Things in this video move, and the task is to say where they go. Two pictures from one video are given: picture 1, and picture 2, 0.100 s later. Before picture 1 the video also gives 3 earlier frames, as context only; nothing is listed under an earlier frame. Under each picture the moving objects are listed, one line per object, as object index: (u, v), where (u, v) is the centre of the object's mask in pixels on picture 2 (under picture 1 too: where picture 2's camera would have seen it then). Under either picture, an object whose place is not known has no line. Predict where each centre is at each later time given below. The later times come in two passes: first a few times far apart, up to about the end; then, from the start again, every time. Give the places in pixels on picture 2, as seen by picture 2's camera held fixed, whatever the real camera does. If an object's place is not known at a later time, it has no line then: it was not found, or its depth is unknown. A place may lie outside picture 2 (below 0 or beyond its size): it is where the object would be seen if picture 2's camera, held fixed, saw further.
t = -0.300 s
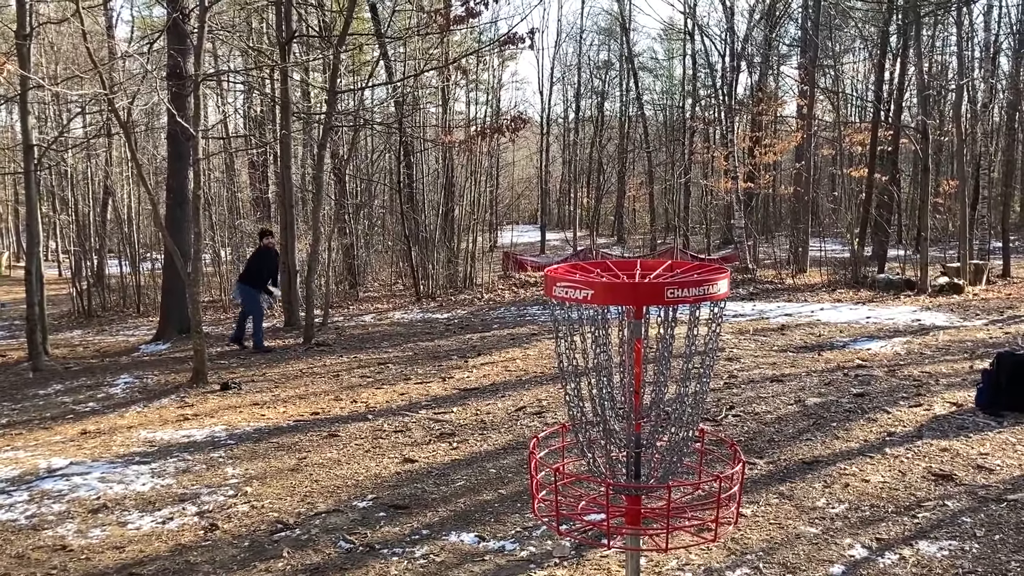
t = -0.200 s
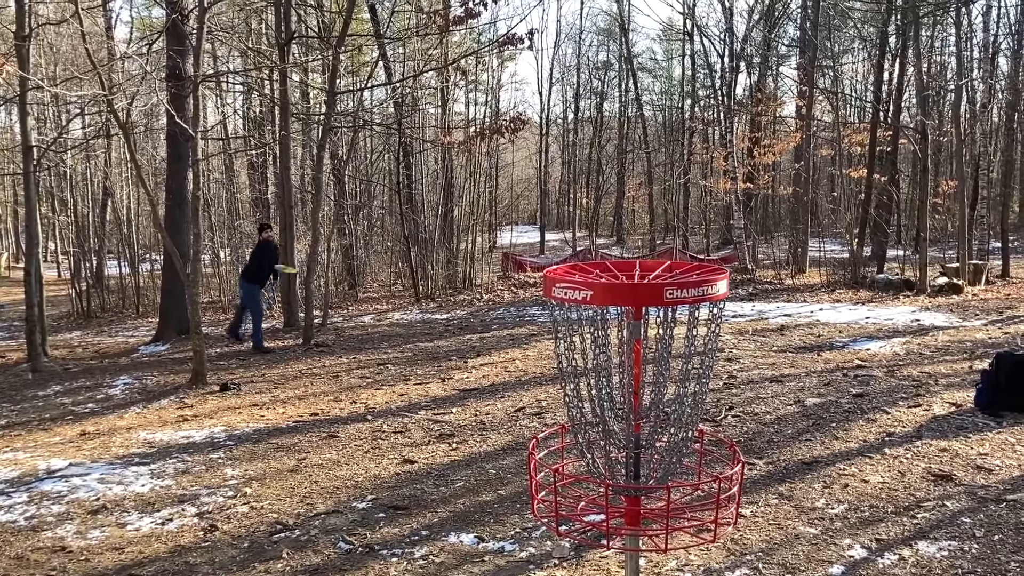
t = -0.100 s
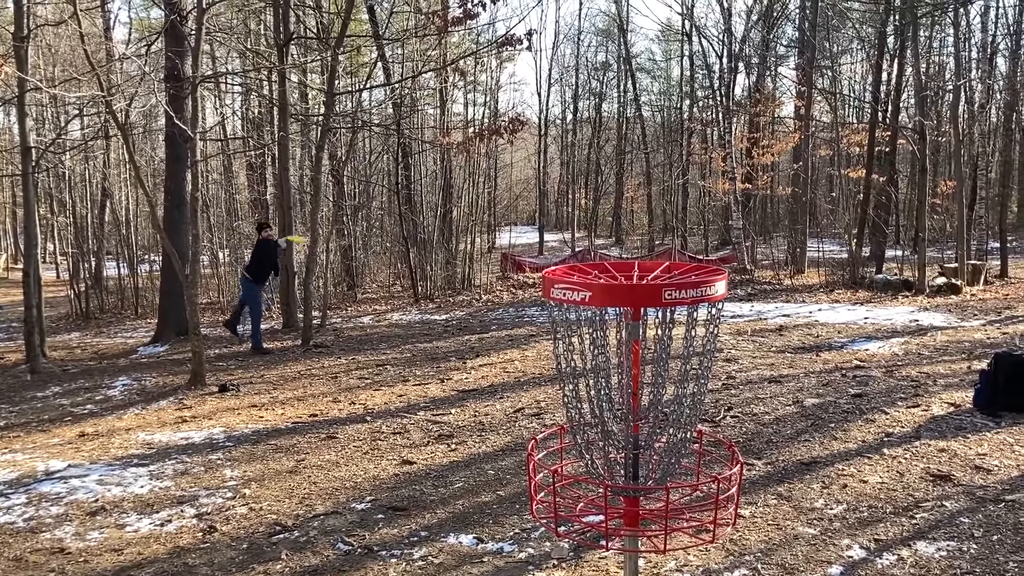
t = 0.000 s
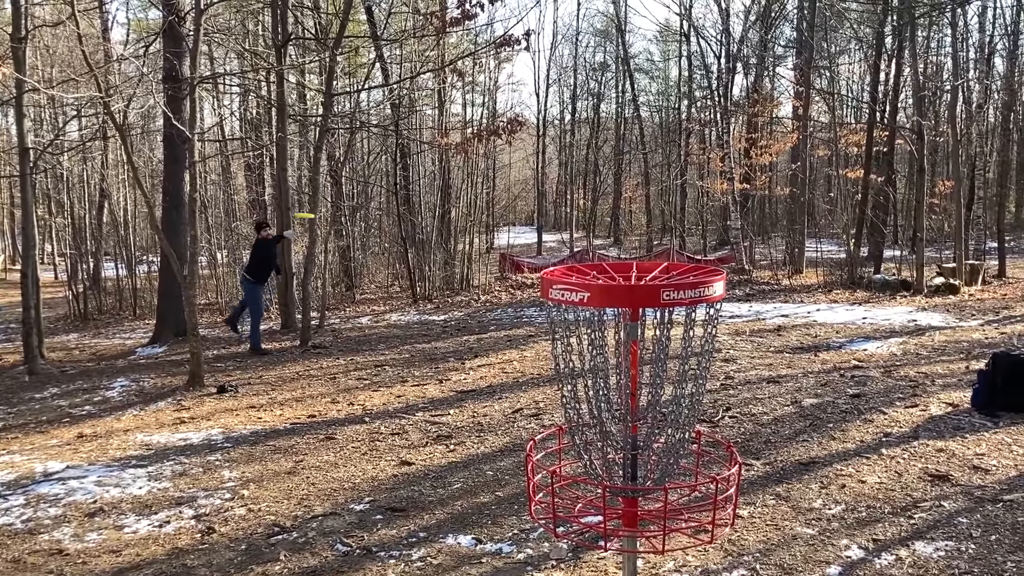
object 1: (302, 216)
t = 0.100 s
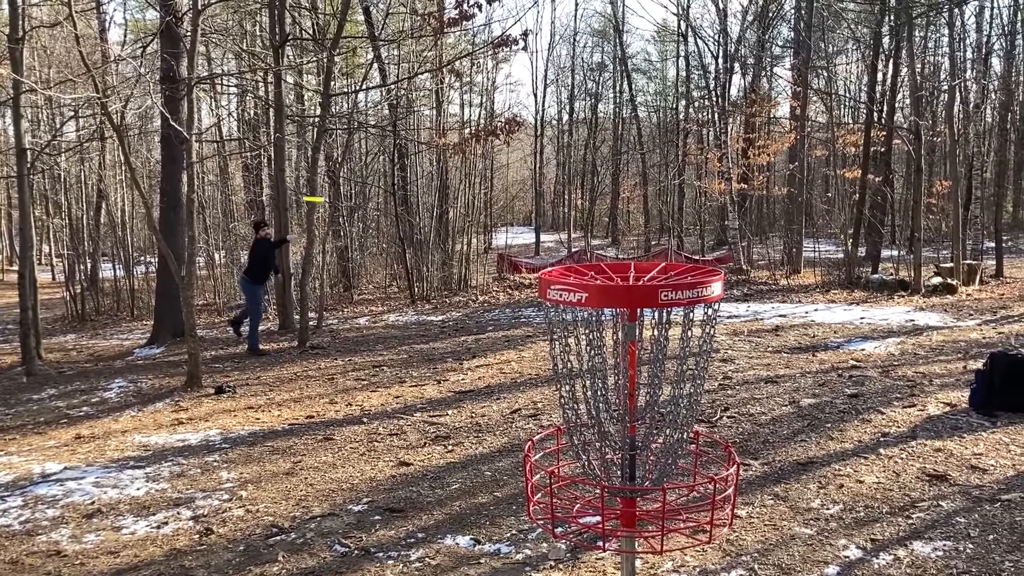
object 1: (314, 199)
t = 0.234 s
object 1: (331, 187)
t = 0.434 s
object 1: (367, 192)
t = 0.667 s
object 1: (429, 235)
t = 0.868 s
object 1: (516, 310)
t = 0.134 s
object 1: (317, 195)
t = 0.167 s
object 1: (322, 192)
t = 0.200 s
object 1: (327, 189)
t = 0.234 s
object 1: (331, 187)
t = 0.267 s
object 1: (336, 186)
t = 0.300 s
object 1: (341, 185)
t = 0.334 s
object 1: (347, 185)
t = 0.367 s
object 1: (353, 187)
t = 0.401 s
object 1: (359, 189)
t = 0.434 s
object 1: (367, 192)
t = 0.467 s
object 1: (373, 195)
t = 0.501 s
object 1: (381, 200)
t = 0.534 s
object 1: (389, 205)
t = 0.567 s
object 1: (397, 211)
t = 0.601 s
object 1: (407, 218)
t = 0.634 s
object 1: (417, 226)
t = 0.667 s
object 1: (429, 235)
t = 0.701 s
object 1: (442, 245)
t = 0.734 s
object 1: (451, 255)
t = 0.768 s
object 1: (466, 267)
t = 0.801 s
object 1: (481, 280)
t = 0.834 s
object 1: (498, 295)
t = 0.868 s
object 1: (516, 310)
